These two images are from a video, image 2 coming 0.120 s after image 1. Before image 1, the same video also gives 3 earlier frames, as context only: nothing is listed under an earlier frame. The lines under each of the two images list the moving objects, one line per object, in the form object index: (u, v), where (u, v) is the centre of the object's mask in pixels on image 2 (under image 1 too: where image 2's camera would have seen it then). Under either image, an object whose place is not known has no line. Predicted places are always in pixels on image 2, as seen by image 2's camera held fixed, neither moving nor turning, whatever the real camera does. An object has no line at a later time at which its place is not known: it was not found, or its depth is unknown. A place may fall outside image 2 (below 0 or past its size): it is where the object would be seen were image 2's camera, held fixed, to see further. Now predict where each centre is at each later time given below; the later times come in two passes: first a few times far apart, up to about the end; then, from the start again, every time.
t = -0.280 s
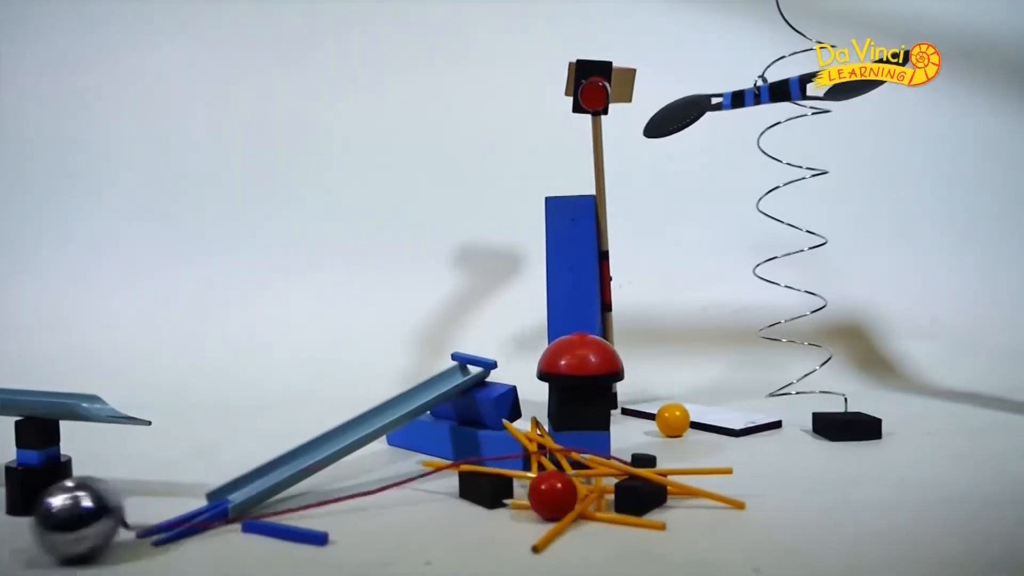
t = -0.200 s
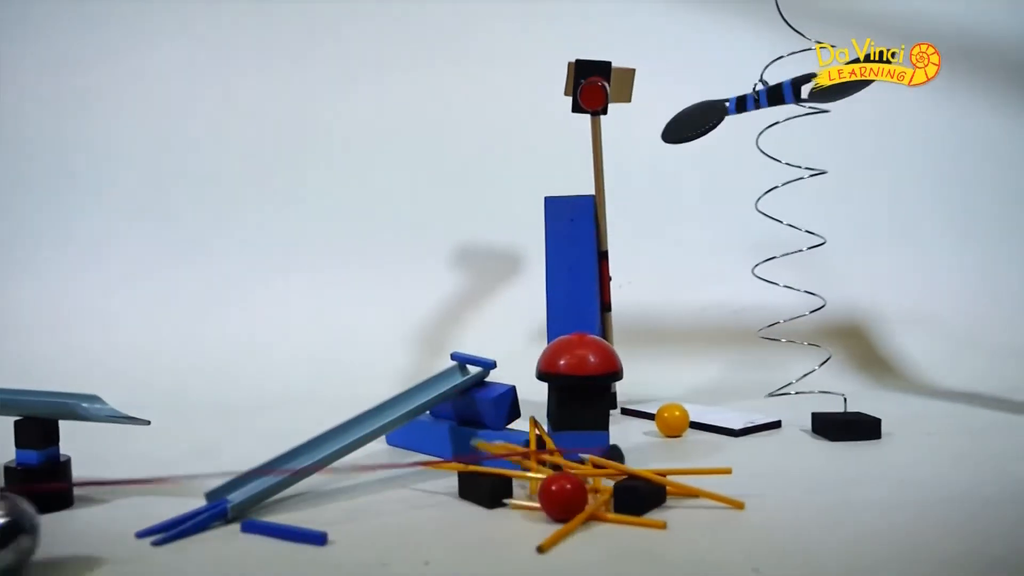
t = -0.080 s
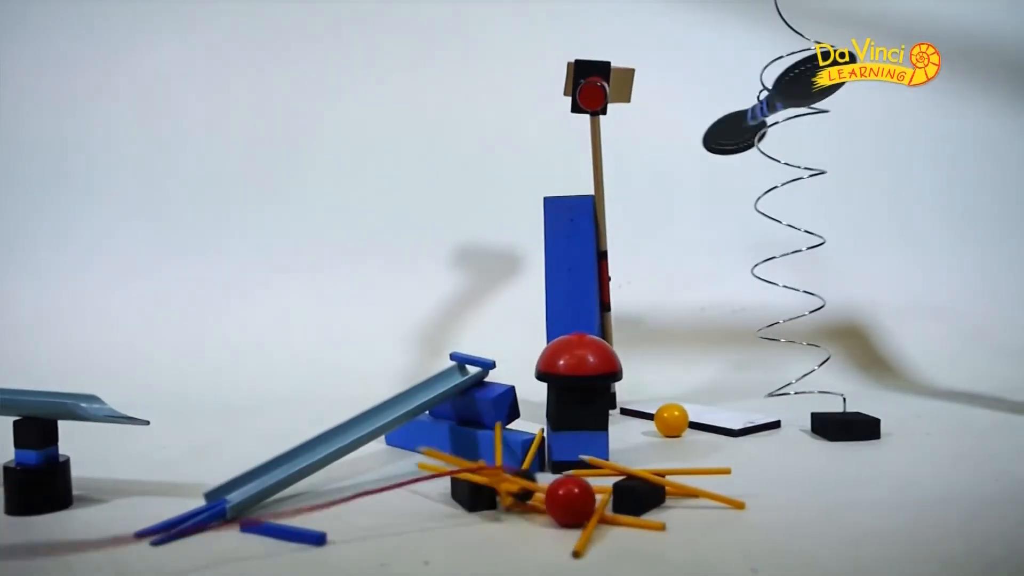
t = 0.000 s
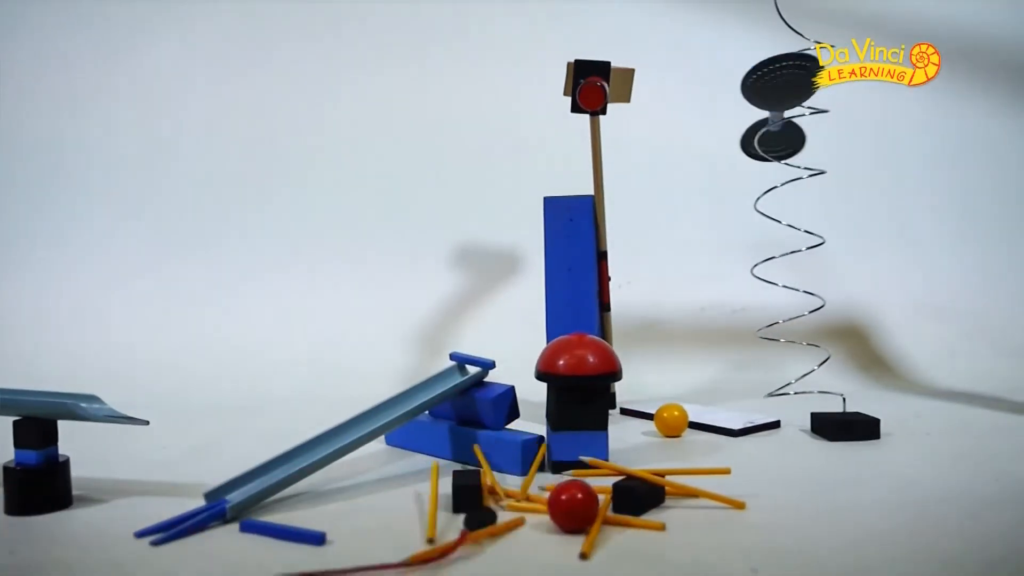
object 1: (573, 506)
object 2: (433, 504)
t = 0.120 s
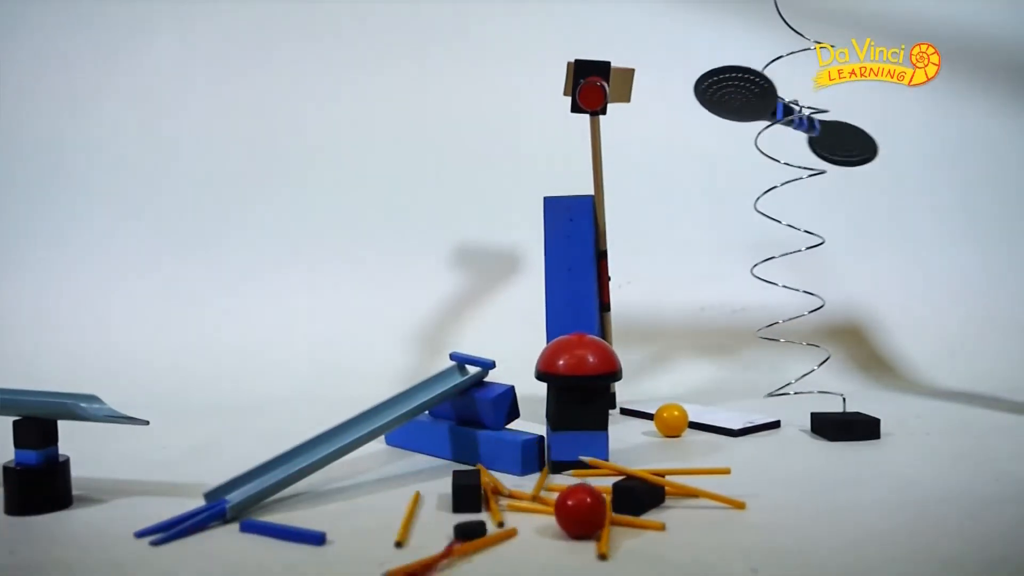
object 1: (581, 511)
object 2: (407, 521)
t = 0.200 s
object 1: (586, 513)
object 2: (396, 517)
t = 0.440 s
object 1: (610, 515)
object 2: (372, 521)
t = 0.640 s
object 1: (626, 512)
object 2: (367, 522)
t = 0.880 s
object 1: (626, 510)
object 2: (367, 522)
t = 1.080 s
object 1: (621, 508)
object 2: (367, 522)
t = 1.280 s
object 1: (611, 507)
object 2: (367, 522)
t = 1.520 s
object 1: (606, 507)
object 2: (367, 522)
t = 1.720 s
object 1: (607, 507)
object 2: (367, 522)
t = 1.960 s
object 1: (607, 507)
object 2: (367, 522)
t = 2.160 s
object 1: (607, 507)
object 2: (367, 522)
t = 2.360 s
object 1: (607, 507)
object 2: (367, 522)
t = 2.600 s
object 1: (607, 507)
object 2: (367, 521)
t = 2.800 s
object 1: (607, 507)
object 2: (367, 522)
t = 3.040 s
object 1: (607, 507)
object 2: (367, 521)
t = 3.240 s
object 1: (607, 507)
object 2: (367, 522)
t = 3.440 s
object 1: (607, 507)
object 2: (367, 522)
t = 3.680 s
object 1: (607, 507)
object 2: (367, 522)
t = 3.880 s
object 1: (607, 507)
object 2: (367, 521)
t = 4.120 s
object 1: (607, 507)
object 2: (367, 522)
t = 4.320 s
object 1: (608, 507)
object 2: (368, 521)
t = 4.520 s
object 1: (608, 507)
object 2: (368, 521)
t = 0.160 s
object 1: (583, 512)
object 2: (401, 521)
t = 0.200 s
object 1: (586, 513)
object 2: (396, 517)
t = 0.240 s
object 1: (589, 514)
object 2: (389, 521)
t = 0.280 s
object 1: (592, 515)
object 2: (385, 521)
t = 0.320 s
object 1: (596, 516)
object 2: (381, 522)
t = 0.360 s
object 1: (600, 516)
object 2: (378, 522)
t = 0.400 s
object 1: (605, 516)
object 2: (375, 522)
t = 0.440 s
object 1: (610, 515)
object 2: (372, 521)
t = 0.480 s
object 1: (615, 515)
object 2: (369, 521)
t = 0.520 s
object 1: (619, 514)
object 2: (368, 522)
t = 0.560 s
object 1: (622, 513)
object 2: (366, 522)
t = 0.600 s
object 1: (624, 512)
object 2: (366, 522)
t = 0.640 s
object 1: (626, 512)
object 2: (367, 522)
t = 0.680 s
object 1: (627, 511)
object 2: (367, 522)
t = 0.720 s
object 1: (628, 511)
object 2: (366, 522)
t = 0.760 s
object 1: (628, 510)
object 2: (367, 522)
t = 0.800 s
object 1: (628, 510)
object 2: (367, 522)
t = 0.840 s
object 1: (627, 510)
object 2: (367, 522)
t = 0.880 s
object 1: (626, 510)
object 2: (367, 522)
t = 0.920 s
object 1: (625, 509)
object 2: (367, 522)
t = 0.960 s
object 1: (624, 509)
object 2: (367, 522)
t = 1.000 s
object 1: (623, 508)
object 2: (367, 522)
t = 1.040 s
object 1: (622, 508)
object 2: (367, 522)
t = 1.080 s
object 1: (621, 508)
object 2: (367, 522)
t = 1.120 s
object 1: (619, 508)
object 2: (367, 522)
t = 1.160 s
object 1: (617, 508)
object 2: (367, 522)
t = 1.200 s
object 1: (616, 508)
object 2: (367, 522)
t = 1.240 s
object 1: (613, 508)
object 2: (367, 522)
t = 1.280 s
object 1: (611, 507)
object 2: (367, 522)
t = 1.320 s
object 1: (609, 507)
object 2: (367, 522)
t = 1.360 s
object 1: (608, 507)
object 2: (367, 522)
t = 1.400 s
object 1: (607, 507)
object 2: (367, 522)
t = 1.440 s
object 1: (606, 507)
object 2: (367, 522)
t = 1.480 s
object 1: (606, 507)
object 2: (367, 522)
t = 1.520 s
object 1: (606, 507)
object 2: (367, 522)
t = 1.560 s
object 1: (606, 507)
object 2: (367, 522)
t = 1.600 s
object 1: (606, 507)
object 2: (367, 522)
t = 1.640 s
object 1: (607, 507)
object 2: (367, 522)
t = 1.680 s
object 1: (607, 507)
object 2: (367, 522)
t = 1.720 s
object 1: (607, 507)
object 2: (367, 522)
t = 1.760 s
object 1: (607, 507)
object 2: (367, 522)
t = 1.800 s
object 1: (607, 507)
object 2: (367, 522)
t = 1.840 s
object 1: (607, 507)
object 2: (367, 522)
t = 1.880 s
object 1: (607, 507)
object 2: (367, 522)
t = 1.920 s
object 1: (607, 507)
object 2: (367, 522)
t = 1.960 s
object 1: (607, 507)
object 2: (367, 522)
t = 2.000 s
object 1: (607, 507)
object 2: (367, 522)
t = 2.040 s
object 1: (607, 507)
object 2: (367, 522)
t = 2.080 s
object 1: (607, 507)
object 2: (367, 522)
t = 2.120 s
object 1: (607, 507)
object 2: (367, 522)
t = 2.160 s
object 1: (607, 507)
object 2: (367, 522)
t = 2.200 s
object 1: (607, 507)
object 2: (367, 522)
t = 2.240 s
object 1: (607, 507)
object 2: (367, 522)
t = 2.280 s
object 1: (607, 507)
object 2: (367, 521)
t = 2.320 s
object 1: (607, 507)
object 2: (367, 522)
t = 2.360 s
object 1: (607, 507)
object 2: (367, 522)
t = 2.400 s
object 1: (607, 507)
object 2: (367, 522)
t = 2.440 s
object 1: (607, 507)
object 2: (367, 522)
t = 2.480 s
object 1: (607, 507)
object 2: (367, 521)
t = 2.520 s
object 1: (607, 507)
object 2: (367, 522)
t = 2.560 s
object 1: (607, 507)
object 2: (367, 521)
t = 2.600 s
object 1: (607, 507)
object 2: (367, 521)
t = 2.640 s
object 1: (607, 507)
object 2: (366, 521)
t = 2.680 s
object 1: (607, 507)
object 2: (367, 521)
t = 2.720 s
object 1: (607, 507)
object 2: (367, 521)
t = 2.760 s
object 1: (607, 507)
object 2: (367, 521)
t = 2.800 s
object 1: (607, 507)
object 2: (367, 522)
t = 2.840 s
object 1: (607, 507)
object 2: (367, 522)
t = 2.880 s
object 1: (607, 507)
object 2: (367, 522)
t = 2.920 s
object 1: (607, 507)
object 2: (367, 521)
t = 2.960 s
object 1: (607, 507)
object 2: (367, 521)
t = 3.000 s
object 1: (607, 507)
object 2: (367, 521)
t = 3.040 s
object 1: (607, 507)
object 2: (367, 521)
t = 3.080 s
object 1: (607, 507)
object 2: (367, 522)
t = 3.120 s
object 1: (607, 507)
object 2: (367, 522)
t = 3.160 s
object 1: (607, 507)
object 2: (367, 522)
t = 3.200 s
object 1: (607, 507)
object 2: (367, 522)
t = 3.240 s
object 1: (607, 507)
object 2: (367, 522)
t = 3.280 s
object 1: (607, 507)
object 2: (367, 522)
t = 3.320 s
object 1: (607, 507)
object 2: (367, 522)
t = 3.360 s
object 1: (607, 507)
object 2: (367, 522)
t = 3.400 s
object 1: (607, 507)
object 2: (367, 522)
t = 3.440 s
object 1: (607, 507)
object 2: (367, 522)
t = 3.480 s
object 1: (607, 507)
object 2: (367, 521)
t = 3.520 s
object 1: (607, 507)
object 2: (367, 522)
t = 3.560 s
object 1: (607, 507)
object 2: (367, 521)
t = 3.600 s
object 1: (607, 507)
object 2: (367, 521)
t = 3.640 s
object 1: (607, 507)
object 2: (367, 521)
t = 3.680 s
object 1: (607, 507)
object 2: (367, 522)
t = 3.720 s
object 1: (607, 507)
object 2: (367, 521)
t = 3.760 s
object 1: (607, 507)
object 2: (367, 522)
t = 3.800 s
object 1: (607, 507)
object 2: (367, 522)
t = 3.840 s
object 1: (607, 507)
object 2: (367, 521)
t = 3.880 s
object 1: (607, 507)
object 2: (367, 521)
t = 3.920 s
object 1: (607, 507)
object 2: (367, 521)
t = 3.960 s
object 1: (607, 507)
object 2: (367, 521)
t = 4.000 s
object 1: (607, 507)
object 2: (367, 522)
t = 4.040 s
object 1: (607, 507)
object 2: (367, 522)
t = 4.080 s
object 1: (607, 507)
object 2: (367, 522)
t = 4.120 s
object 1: (607, 507)
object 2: (367, 522)
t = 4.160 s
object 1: (607, 507)
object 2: (367, 522)
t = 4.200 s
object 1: (608, 507)
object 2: (368, 522)
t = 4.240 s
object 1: (608, 507)
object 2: (368, 521)
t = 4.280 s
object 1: (608, 507)
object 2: (368, 521)
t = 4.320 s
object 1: (608, 507)
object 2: (368, 521)
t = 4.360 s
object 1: (608, 507)
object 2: (368, 522)
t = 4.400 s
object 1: (608, 507)
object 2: (368, 521)
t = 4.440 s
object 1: (608, 507)
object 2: (368, 521)
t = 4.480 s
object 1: (608, 507)
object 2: (368, 521)
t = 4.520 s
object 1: (608, 507)
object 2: (368, 521)
